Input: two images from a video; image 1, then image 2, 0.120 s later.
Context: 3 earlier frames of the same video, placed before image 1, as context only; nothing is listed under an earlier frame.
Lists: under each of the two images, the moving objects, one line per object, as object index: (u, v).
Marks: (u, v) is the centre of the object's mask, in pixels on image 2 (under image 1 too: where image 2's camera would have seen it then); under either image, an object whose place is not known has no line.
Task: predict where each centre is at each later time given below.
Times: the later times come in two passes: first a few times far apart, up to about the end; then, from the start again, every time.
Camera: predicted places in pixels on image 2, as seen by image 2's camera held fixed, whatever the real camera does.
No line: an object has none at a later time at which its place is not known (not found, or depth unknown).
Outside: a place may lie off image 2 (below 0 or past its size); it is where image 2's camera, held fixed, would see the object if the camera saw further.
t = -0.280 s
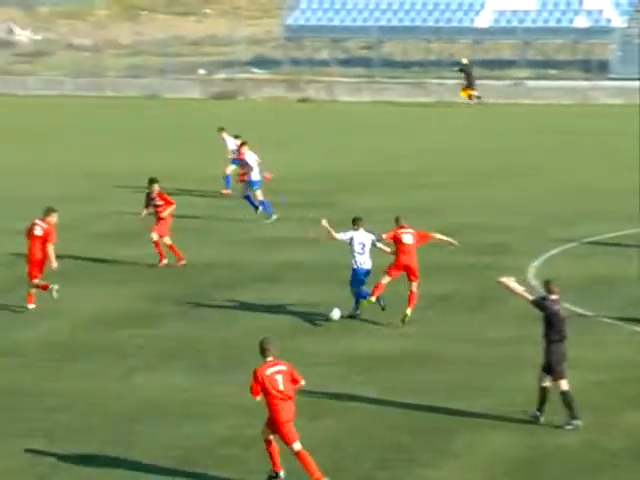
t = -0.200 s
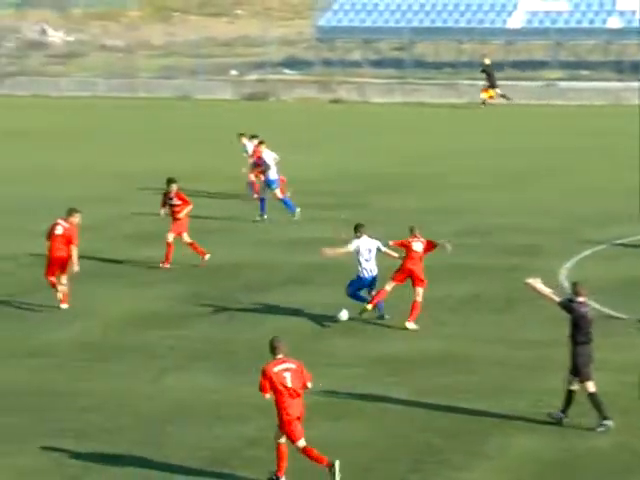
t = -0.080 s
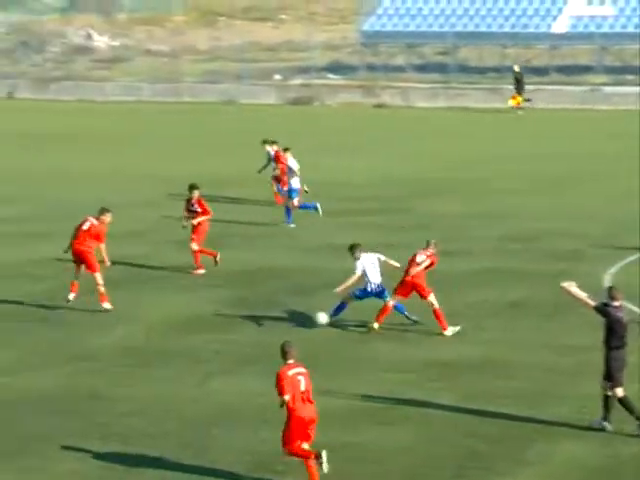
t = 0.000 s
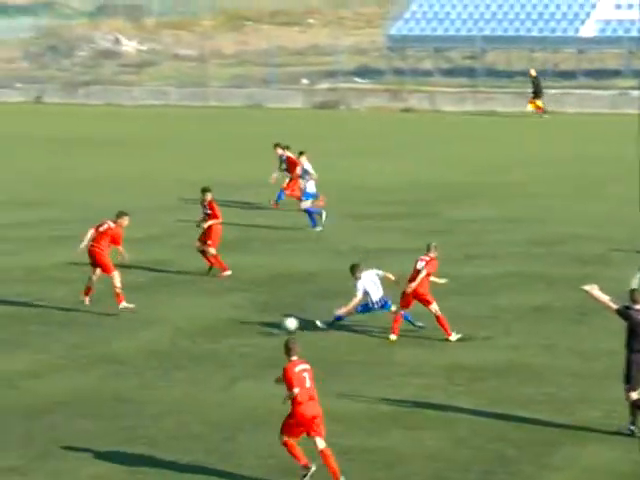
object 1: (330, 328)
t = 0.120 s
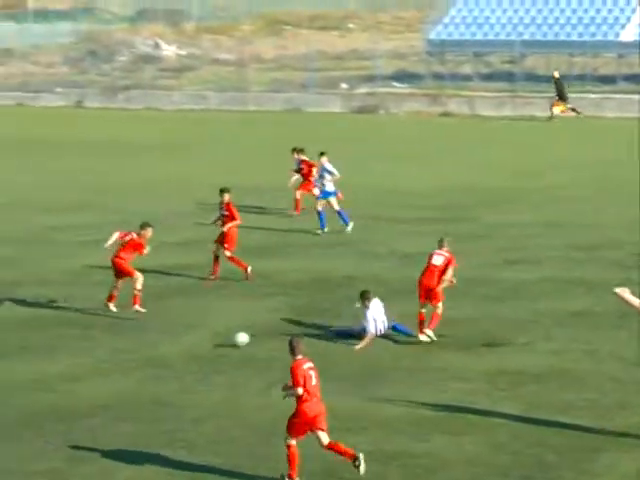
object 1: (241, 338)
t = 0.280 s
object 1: (139, 346)
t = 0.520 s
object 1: (2, 357)
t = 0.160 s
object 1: (215, 340)
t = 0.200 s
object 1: (189, 341)
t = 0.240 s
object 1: (165, 343)
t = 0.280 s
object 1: (139, 346)
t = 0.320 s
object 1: (114, 349)
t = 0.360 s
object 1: (91, 350)
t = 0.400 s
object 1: (68, 351)
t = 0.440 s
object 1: (46, 354)
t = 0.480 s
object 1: (24, 357)
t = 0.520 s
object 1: (2, 357)
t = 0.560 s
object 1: (-21, 357)
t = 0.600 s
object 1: (-42, 359)
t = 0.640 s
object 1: (-62, 362)
